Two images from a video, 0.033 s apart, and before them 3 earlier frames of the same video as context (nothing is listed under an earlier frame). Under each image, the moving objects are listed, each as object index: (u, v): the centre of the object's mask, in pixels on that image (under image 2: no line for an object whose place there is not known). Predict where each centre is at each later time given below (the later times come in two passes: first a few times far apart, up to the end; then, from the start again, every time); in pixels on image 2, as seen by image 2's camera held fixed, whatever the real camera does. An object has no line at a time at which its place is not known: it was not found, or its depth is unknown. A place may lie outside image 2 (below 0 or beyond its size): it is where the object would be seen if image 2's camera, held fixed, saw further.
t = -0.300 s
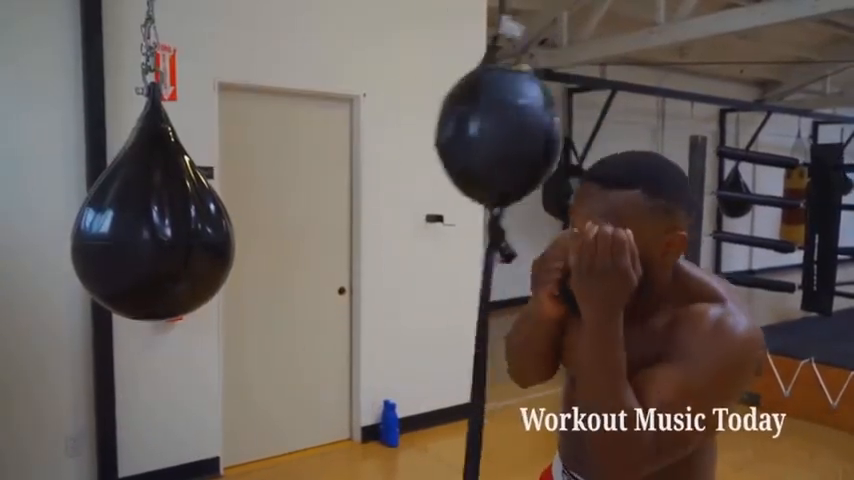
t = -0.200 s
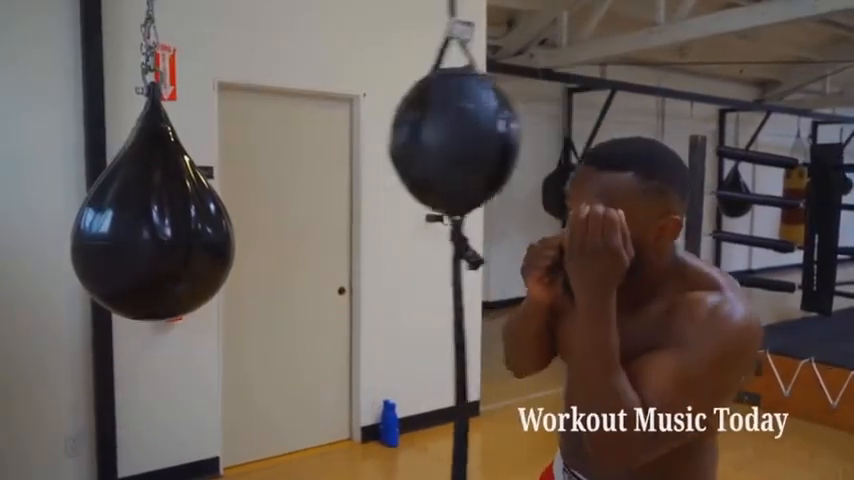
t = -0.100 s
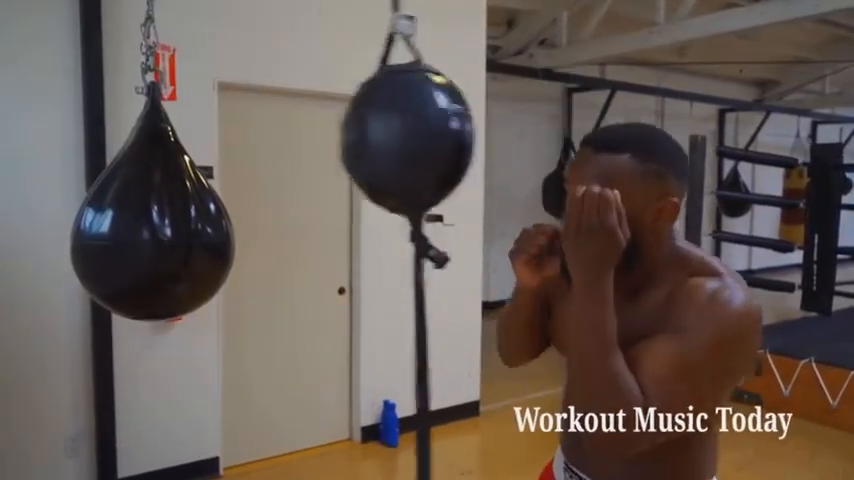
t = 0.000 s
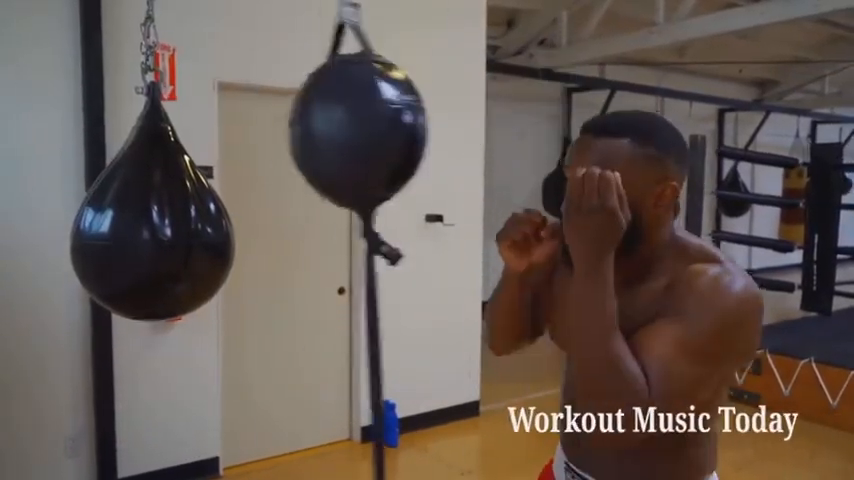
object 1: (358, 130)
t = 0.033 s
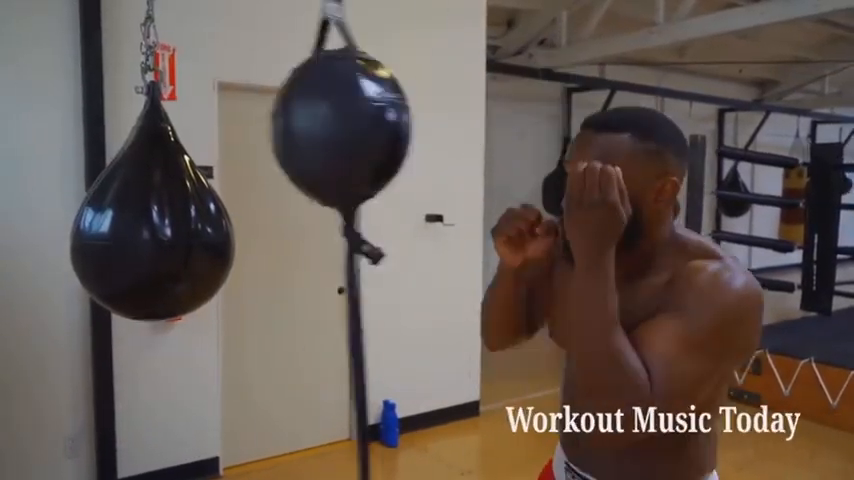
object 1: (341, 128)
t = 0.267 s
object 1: (228, 105)
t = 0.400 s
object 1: (188, 89)
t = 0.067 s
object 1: (323, 125)
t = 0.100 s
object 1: (306, 122)
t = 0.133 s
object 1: (288, 119)
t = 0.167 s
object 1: (272, 116)
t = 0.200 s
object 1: (256, 113)
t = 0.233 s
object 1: (242, 108)
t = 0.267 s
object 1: (228, 105)
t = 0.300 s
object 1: (215, 101)
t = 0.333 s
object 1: (205, 95)
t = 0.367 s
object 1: (196, 92)
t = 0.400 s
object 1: (188, 89)
